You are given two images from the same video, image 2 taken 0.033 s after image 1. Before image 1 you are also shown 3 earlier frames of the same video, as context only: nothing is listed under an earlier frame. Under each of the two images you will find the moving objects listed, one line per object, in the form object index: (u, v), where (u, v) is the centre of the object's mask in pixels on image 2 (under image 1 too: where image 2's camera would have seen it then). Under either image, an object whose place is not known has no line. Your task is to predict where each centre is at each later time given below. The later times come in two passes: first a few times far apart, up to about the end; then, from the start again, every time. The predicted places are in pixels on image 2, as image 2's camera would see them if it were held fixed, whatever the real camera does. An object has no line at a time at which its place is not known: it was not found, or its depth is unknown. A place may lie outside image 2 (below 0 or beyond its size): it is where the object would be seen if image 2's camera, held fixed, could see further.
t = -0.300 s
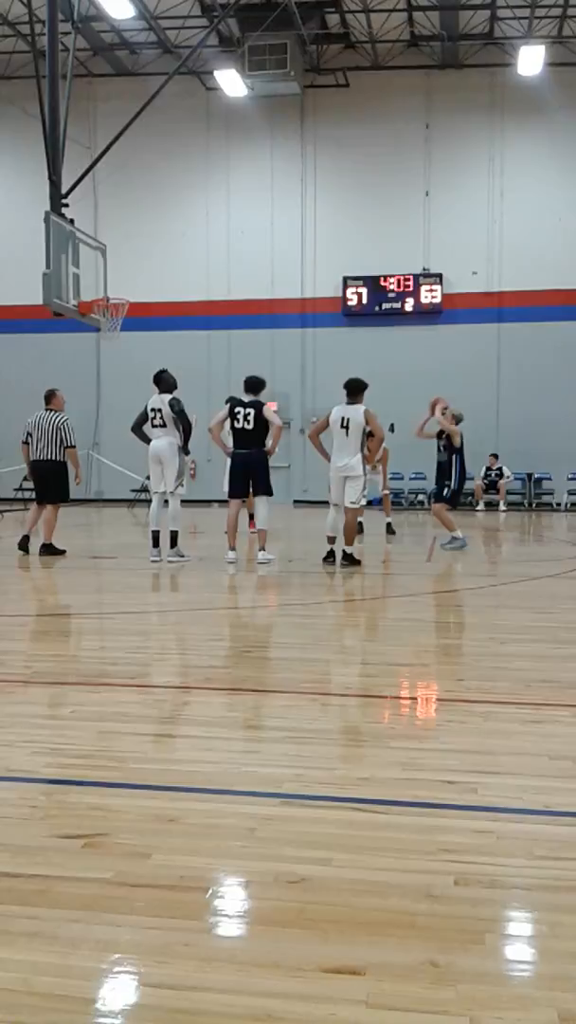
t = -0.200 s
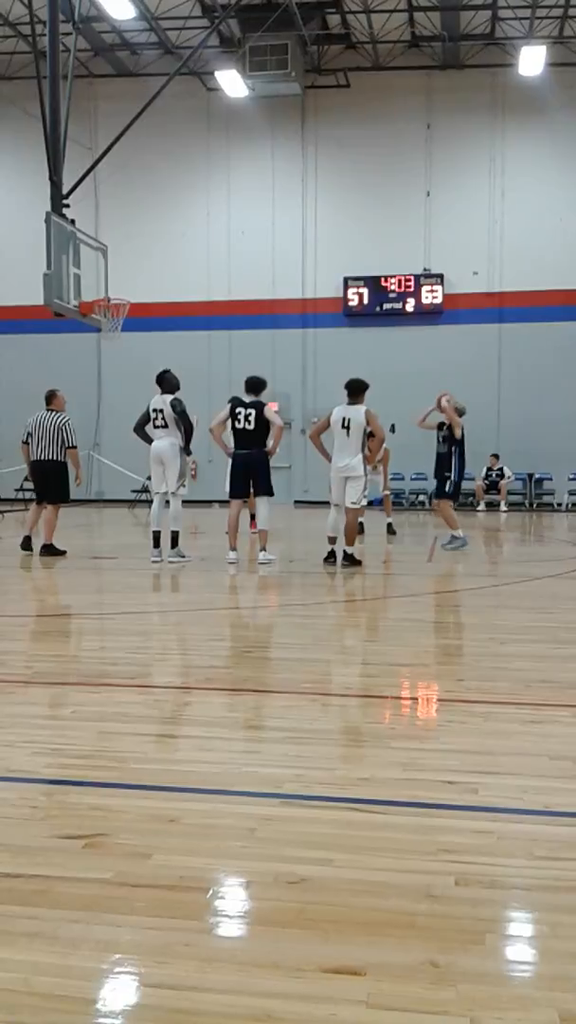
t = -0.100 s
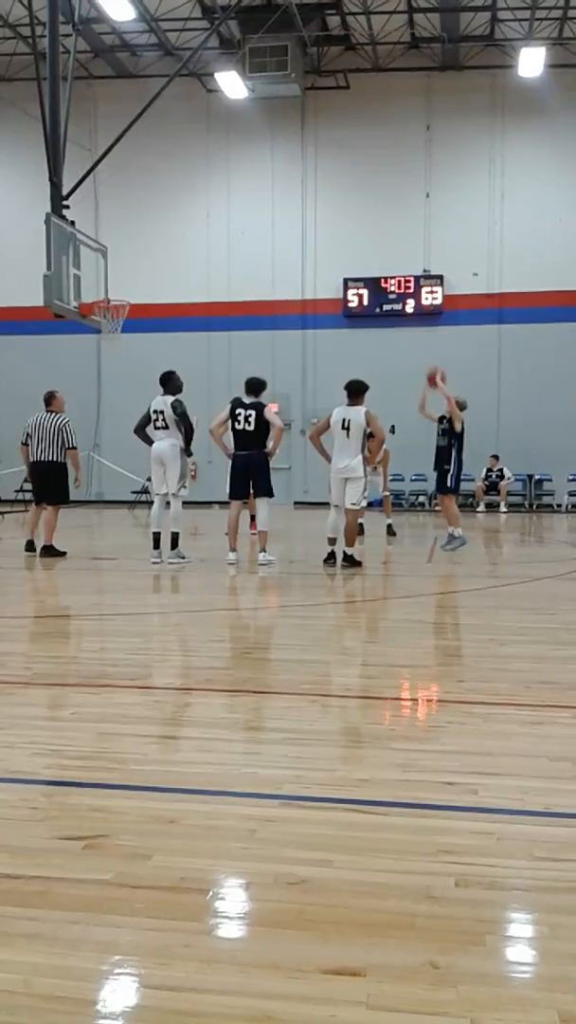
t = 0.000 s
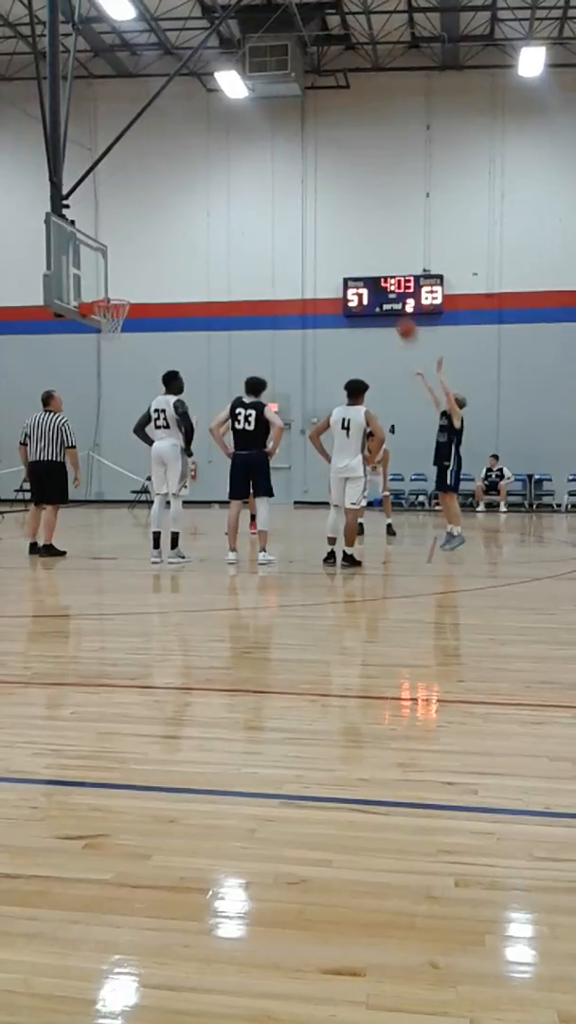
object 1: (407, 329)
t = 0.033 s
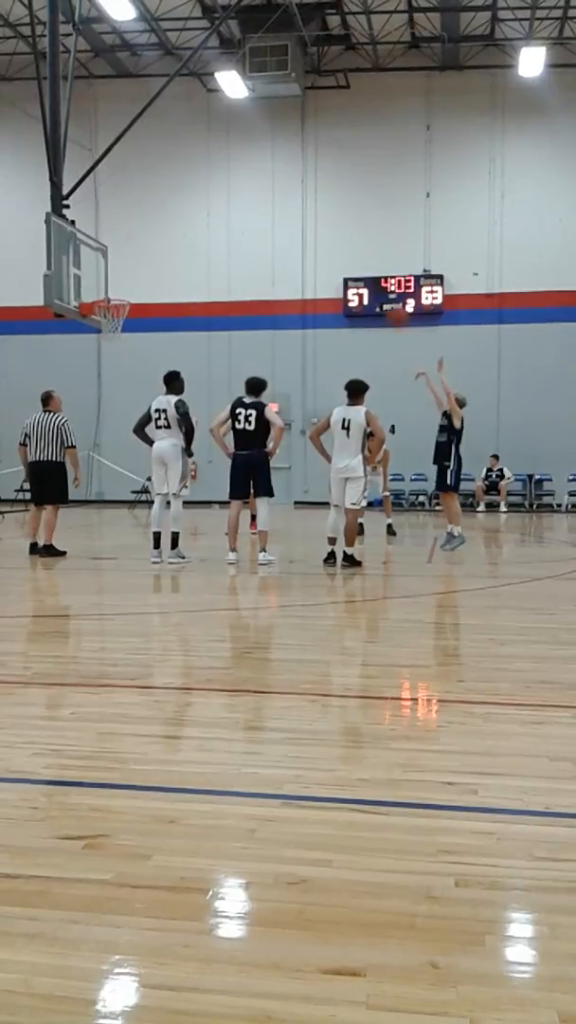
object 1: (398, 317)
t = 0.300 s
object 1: (311, 235)
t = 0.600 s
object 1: (221, 216)
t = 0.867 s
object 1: (145, 258)
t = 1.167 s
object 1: (112, 314)
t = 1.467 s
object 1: (118, 331)
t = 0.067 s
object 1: (385, 301)
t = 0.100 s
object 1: (376, 289)
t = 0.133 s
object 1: (365, 279)
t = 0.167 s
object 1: (354, 267)
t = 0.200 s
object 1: (343, 258)
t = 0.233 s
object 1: (333, 250)
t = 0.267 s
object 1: (322, 242)
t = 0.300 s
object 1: (311, 235)
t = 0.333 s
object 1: (301, 230)
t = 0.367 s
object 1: (291, 225)
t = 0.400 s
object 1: (281, 220)
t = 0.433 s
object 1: (271, 217)
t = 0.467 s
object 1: (261, 215)
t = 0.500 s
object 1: (251, 214)
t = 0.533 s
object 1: (241, 214)
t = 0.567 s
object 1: (231, 214)
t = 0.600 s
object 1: (221, 216)
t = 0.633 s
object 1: (212, 218)
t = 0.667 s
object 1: (202, 221)
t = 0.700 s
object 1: (192, 225)
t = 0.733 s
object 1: (183, 230)
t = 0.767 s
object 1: (173, 236)
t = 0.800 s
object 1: (164, 242)
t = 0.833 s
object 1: (154, 250)
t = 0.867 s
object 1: (145, 258)
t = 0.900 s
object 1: (136, 267)
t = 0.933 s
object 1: (127, 277)
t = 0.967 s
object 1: (118, 287)
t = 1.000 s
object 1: (110, 300)
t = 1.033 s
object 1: (107, 307)
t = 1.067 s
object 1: (107, 309)
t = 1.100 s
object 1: (108, 310)
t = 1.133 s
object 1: (109, 312)
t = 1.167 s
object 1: (112, 314)
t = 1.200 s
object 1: (115, 313)
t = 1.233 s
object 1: (115, 312)
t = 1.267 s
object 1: (116, 313)
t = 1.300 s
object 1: (117, 317)
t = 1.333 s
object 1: (119, 319)
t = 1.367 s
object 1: (118, 321)
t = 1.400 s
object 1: (119, 323)
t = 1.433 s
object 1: (119, 327)
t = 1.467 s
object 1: (118, 331)
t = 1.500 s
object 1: (117, 333)
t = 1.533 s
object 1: (116, 339)
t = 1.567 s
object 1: (114, 344)
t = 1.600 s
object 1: (113, 350)
